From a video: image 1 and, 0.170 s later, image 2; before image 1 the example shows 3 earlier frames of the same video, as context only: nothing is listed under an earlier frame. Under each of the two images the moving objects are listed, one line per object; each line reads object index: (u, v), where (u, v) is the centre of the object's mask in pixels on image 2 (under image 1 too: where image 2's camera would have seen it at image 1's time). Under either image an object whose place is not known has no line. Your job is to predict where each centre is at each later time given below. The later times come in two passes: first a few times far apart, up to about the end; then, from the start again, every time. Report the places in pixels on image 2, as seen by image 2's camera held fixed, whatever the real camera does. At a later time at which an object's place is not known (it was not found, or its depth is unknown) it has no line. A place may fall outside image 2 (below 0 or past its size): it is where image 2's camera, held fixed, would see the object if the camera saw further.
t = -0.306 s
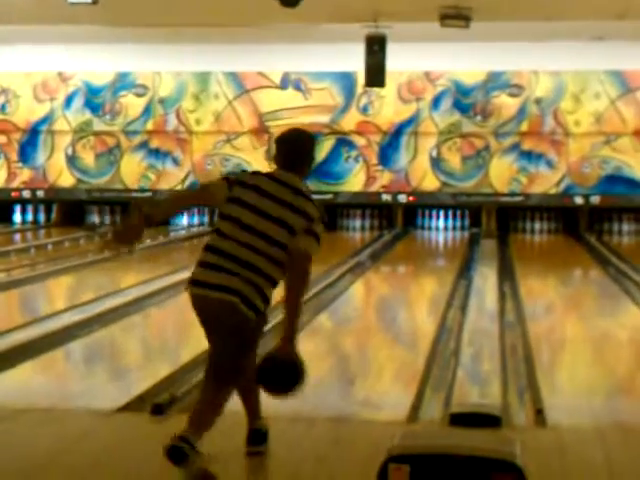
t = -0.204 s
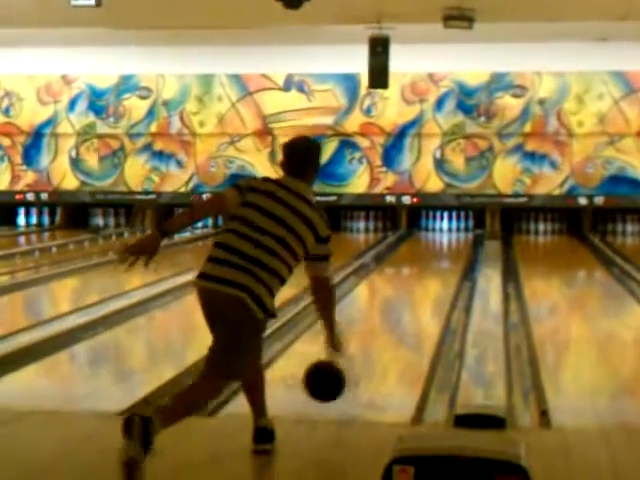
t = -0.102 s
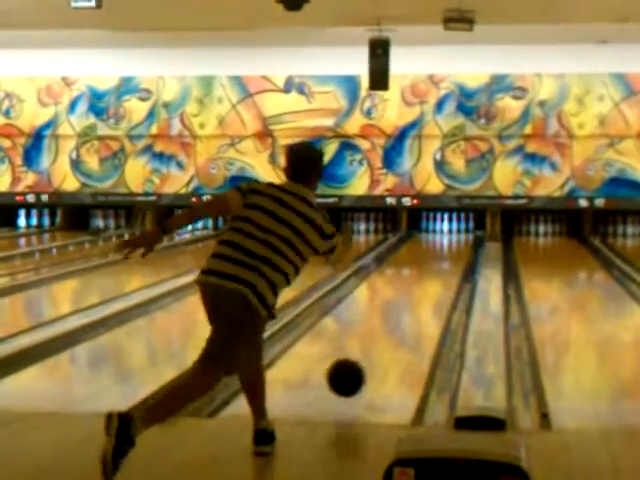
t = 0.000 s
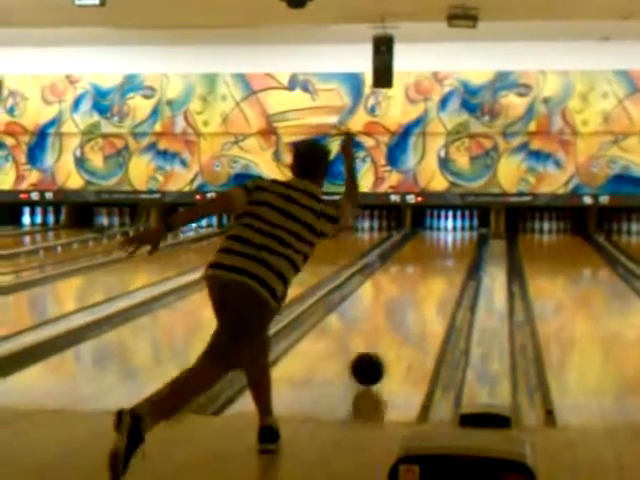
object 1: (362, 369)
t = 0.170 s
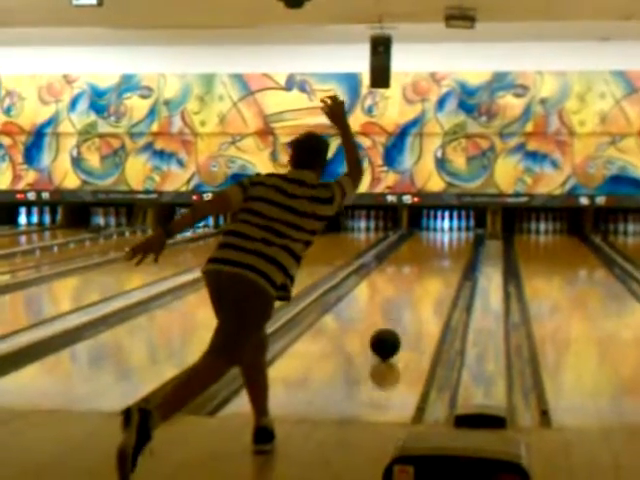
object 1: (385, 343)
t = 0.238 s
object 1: (392, 334)
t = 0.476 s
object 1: (411, 309)
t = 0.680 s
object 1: (423, 293)
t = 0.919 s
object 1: (433, 277)
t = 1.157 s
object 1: (441, 266)
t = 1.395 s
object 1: (447, 255)
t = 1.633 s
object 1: (450, 248)
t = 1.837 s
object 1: (452, 242)
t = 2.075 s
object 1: (453, 237)
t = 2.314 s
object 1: (453, 231)
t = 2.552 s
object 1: (448, 228)
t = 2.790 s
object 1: (448, 226)
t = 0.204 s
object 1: (388, 338)
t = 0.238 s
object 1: (392, 334)
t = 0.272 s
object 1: (395, 330)
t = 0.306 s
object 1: (398, 327)
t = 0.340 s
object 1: (401, 323)
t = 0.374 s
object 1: (403, 319)
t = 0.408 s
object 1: (406, 316)
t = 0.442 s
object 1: (408, 312)
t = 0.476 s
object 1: (411, 309)
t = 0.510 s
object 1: (413, 306)
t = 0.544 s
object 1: (415, 303)
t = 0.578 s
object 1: (417, 301)
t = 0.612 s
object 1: (419, 298)
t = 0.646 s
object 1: (421, 295)
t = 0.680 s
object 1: (423, 293)
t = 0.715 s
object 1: (425, 290)
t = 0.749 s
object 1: (426, 288)
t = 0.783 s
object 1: (428, 286)
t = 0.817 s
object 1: (429, 284)
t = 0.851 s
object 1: (431, 282)
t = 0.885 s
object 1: (432, 280)
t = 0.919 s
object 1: (433, 277)
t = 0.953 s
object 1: (434, 276)
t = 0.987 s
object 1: (435, 274)
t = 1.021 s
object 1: (437, 272)
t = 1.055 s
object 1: (438, 271)
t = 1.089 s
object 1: (439, 269)
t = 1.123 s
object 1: (440, 268)
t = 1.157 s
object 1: (441, 266)
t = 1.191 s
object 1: (442, 265)
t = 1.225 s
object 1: (442, 263)
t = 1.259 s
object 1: (443, 262)
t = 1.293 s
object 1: (444, 259)
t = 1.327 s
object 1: (445, 258)
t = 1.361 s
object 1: (446, 256)
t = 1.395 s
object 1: (447, 255)
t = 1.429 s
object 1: (447, 254)
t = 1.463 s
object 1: (448, 253)
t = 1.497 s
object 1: (448, 252)
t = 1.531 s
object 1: (449, 251)
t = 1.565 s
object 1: (449, 250)
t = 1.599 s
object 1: (449, 250)
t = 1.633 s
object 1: (450, 248)
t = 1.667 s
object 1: (450, 248)
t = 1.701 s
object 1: (450, 246)
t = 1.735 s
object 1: (451, 245)
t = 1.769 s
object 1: (451, 244)
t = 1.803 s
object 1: (452, 243)
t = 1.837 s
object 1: (452, 242)
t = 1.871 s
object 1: (452, 241)
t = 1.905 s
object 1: (453, 240)
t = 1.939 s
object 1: (453, 238)
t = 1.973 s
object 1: (453, 237)
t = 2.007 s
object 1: (453, 237)
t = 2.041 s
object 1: (453, 237)
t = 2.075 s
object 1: (453, 237)
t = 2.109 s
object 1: (454, 235)
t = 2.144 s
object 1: (454, 235)
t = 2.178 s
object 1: (453, 234)
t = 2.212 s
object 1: (452, 234)
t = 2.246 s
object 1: (453, 233)
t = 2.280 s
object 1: (453, 232)
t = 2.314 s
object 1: (453, 231)
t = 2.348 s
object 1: (452, 231)
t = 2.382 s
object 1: (452, 230)
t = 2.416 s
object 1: (451, 230)
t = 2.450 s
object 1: (453, 230)
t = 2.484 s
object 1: (450, 229)
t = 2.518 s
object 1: (449, 229)
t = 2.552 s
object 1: (448, 228)
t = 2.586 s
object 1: (447, 228)
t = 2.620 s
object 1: (447, 228)
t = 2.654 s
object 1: (447, 227)
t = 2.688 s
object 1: (447, 227)
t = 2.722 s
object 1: (447, 226)
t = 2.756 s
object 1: (449, 225)
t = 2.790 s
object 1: (448, 226)
